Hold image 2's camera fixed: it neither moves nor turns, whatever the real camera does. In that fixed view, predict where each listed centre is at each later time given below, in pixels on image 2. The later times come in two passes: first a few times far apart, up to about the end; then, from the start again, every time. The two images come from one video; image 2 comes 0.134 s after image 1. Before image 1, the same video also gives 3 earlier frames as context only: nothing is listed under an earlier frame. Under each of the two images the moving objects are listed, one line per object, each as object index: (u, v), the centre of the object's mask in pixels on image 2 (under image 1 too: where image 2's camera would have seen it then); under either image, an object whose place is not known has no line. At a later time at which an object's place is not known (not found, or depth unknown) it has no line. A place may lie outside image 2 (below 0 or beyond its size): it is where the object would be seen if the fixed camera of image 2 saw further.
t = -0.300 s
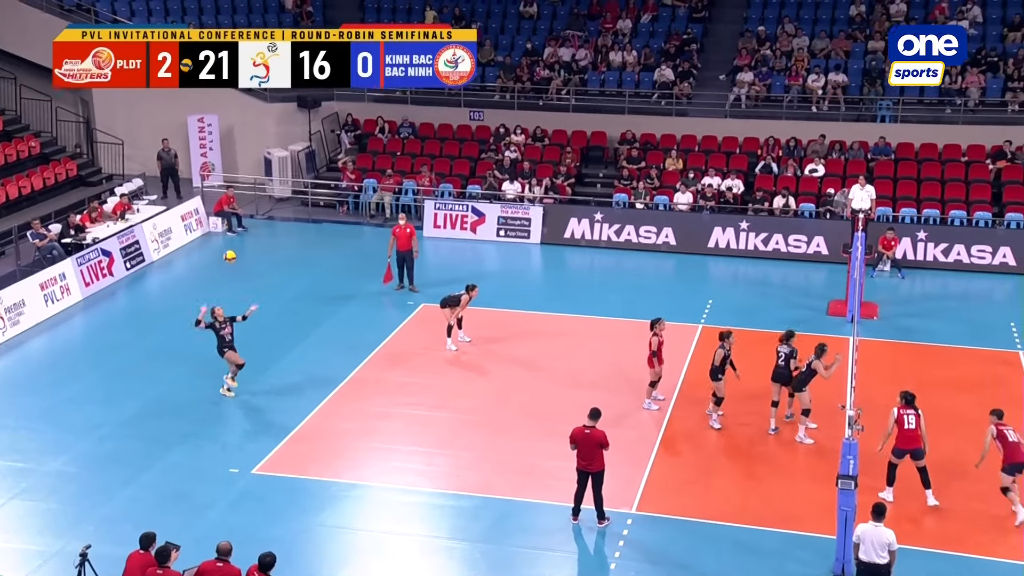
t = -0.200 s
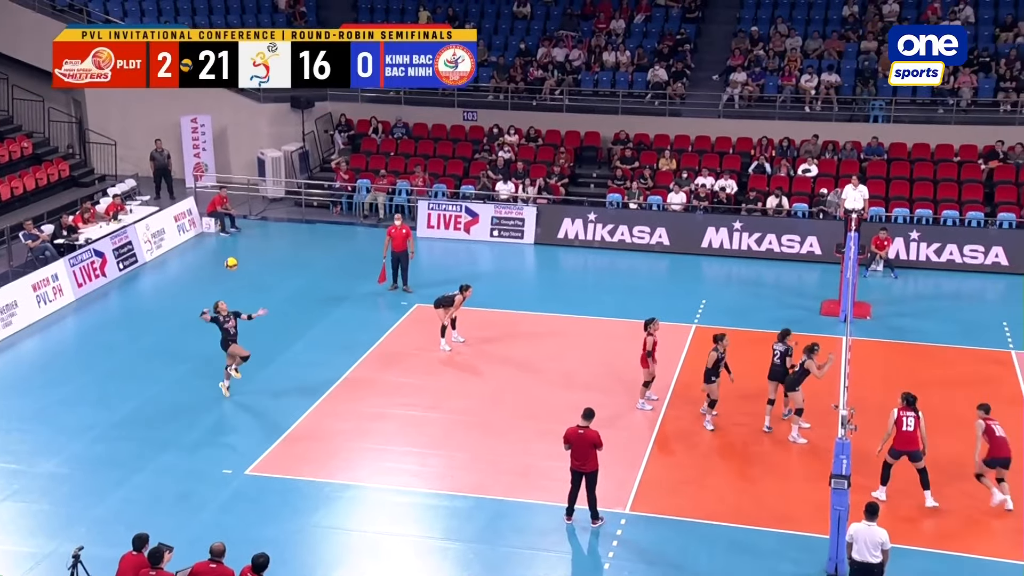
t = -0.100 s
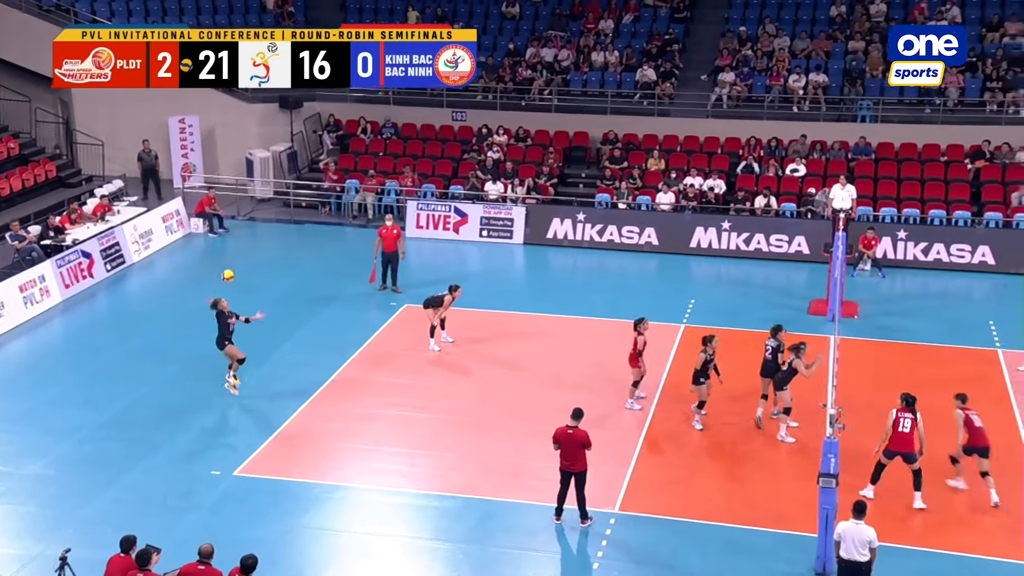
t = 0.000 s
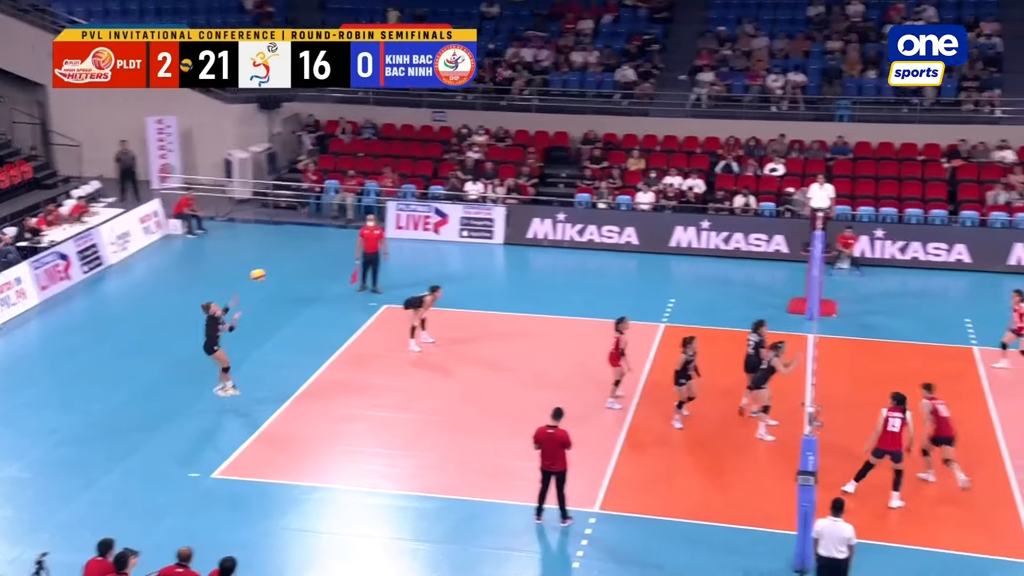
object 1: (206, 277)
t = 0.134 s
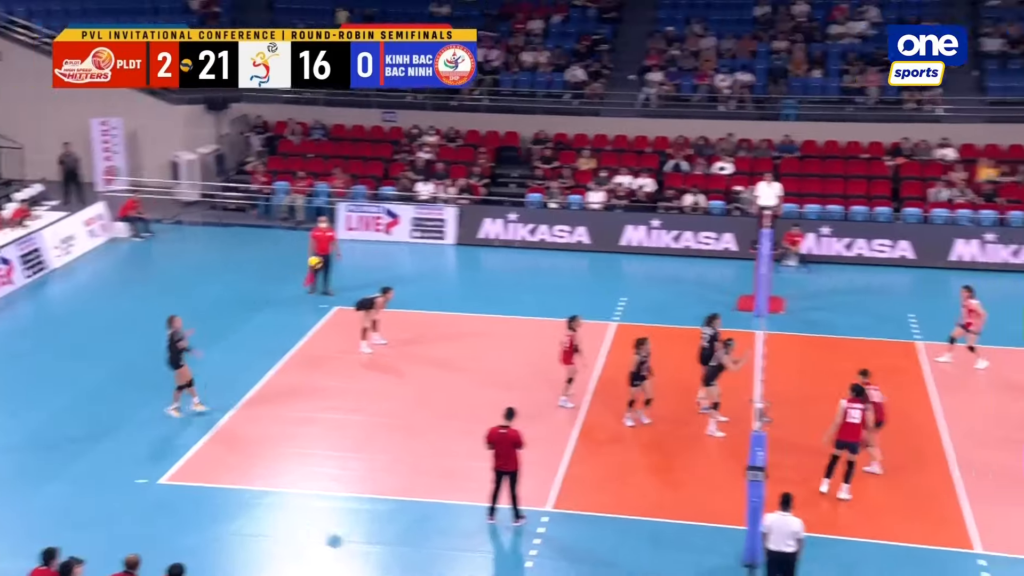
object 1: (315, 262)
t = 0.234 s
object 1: (395, 255)
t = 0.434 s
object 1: (552, 257)
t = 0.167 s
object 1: (341, 259)
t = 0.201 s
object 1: (368, 256)
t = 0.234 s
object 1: (395, 255)
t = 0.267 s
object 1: (421, 254)
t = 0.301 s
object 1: (448, 253)
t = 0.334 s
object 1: (474, 254)
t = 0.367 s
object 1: (500, 254)
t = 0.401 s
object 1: (526, 256)
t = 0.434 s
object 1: (552, 257)
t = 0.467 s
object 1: (578, 260)
